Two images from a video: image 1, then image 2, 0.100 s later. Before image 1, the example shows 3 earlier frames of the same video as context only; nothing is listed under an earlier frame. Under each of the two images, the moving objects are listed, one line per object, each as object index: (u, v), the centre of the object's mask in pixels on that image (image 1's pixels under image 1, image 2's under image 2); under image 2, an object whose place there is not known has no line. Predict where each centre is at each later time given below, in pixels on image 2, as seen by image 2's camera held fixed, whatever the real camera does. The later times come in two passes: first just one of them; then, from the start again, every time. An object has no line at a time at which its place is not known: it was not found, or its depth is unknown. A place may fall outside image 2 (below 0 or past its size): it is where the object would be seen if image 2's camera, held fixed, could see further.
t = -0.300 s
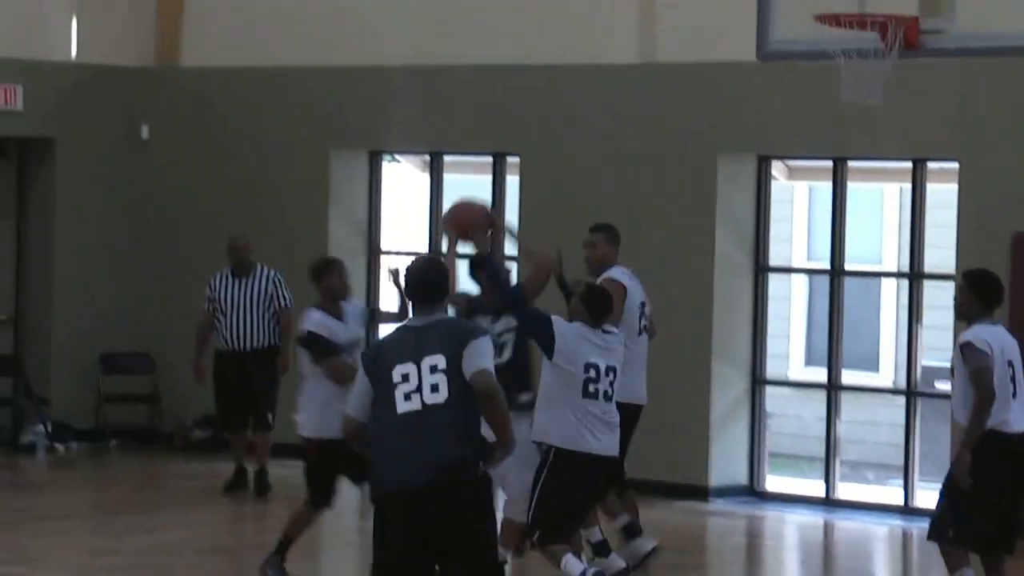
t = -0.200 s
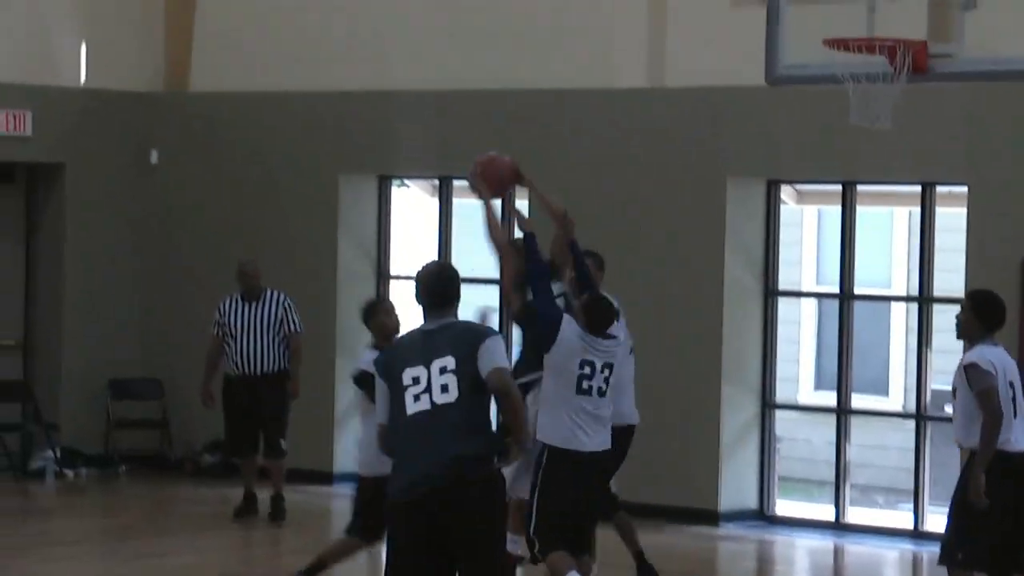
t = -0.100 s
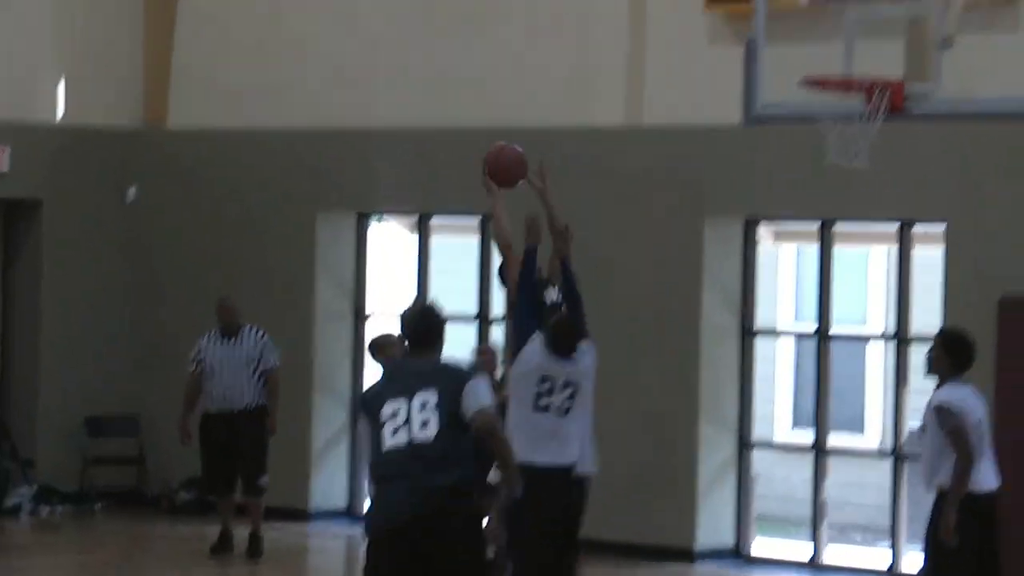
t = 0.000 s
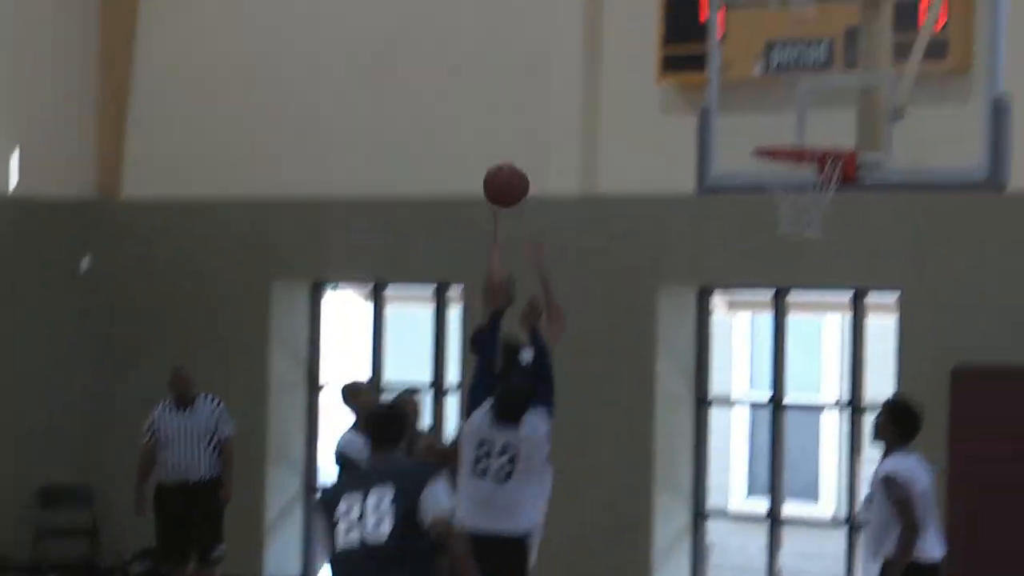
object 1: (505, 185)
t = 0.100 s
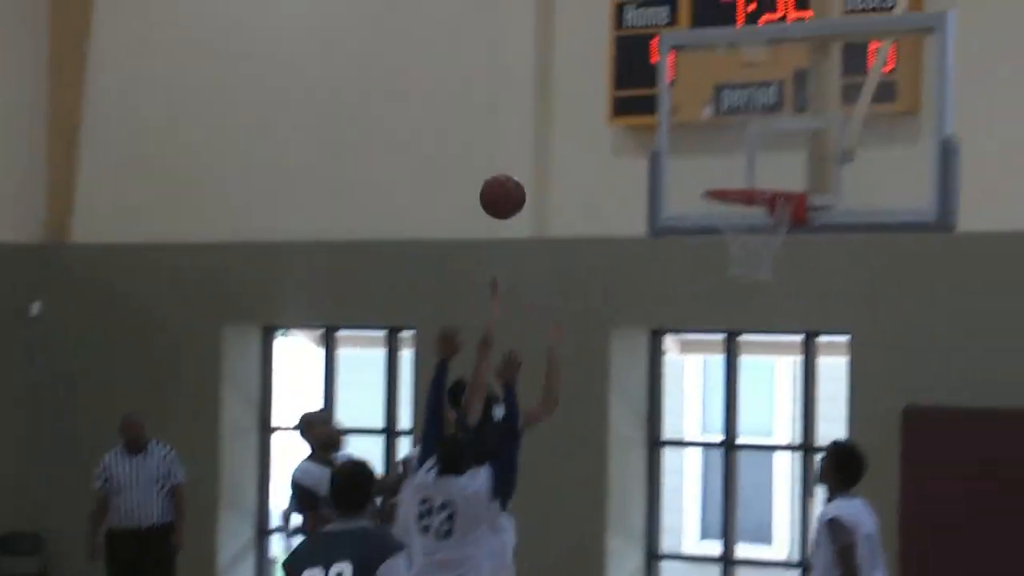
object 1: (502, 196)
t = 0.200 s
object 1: (545, 184)
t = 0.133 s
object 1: (516, 190)
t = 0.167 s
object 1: (531, 186)
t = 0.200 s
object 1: (545, 184)
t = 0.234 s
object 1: (559, 184)
